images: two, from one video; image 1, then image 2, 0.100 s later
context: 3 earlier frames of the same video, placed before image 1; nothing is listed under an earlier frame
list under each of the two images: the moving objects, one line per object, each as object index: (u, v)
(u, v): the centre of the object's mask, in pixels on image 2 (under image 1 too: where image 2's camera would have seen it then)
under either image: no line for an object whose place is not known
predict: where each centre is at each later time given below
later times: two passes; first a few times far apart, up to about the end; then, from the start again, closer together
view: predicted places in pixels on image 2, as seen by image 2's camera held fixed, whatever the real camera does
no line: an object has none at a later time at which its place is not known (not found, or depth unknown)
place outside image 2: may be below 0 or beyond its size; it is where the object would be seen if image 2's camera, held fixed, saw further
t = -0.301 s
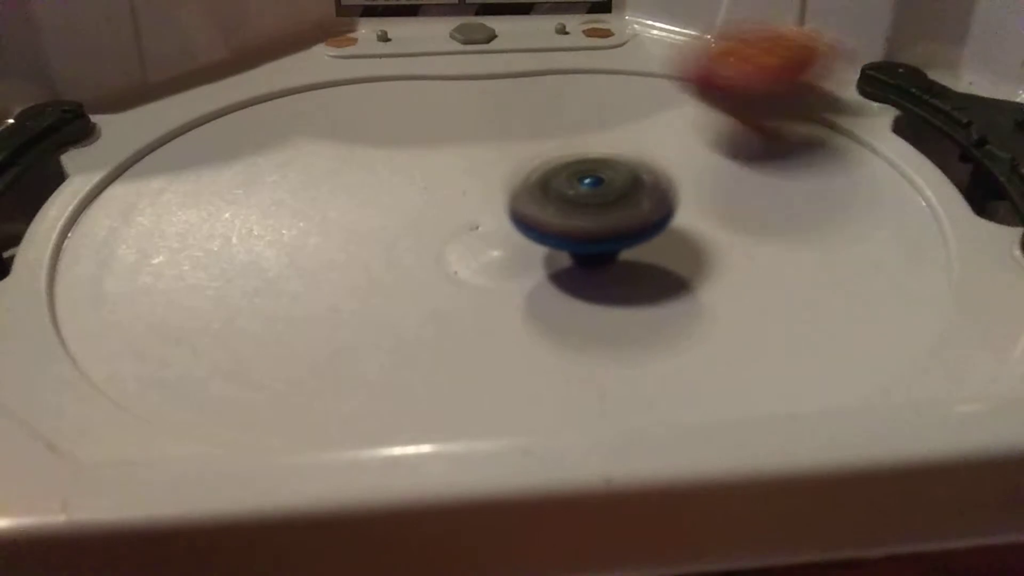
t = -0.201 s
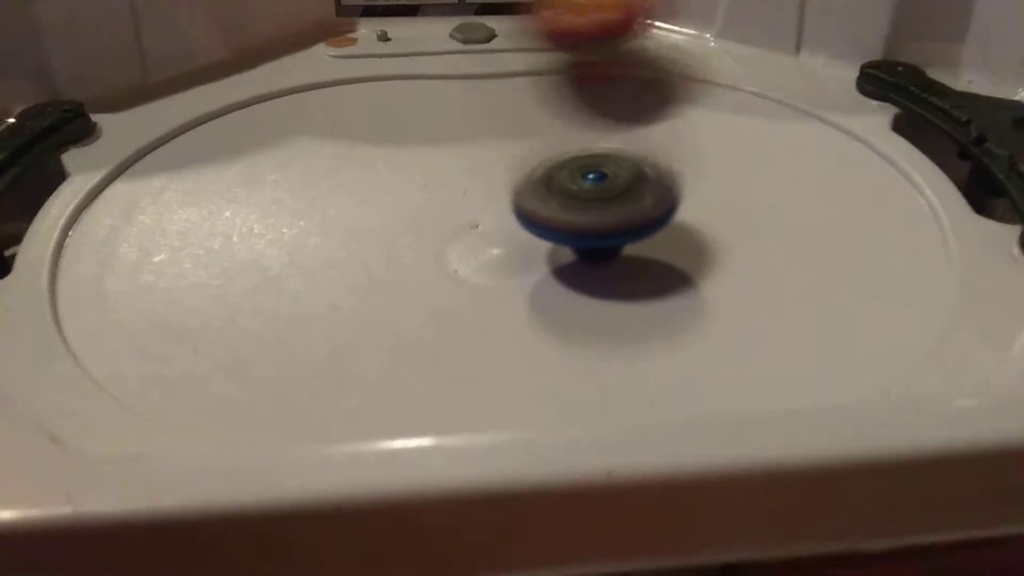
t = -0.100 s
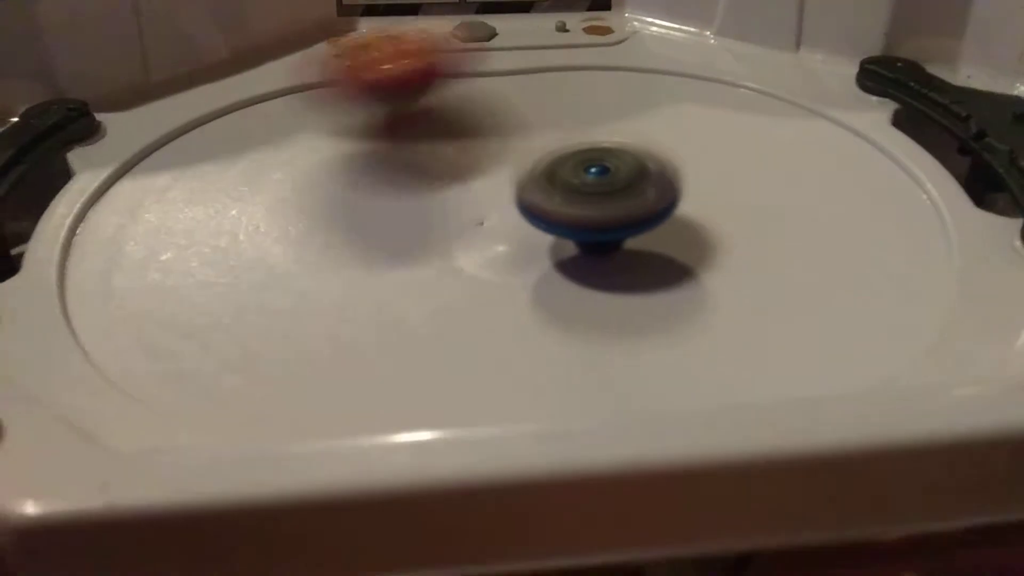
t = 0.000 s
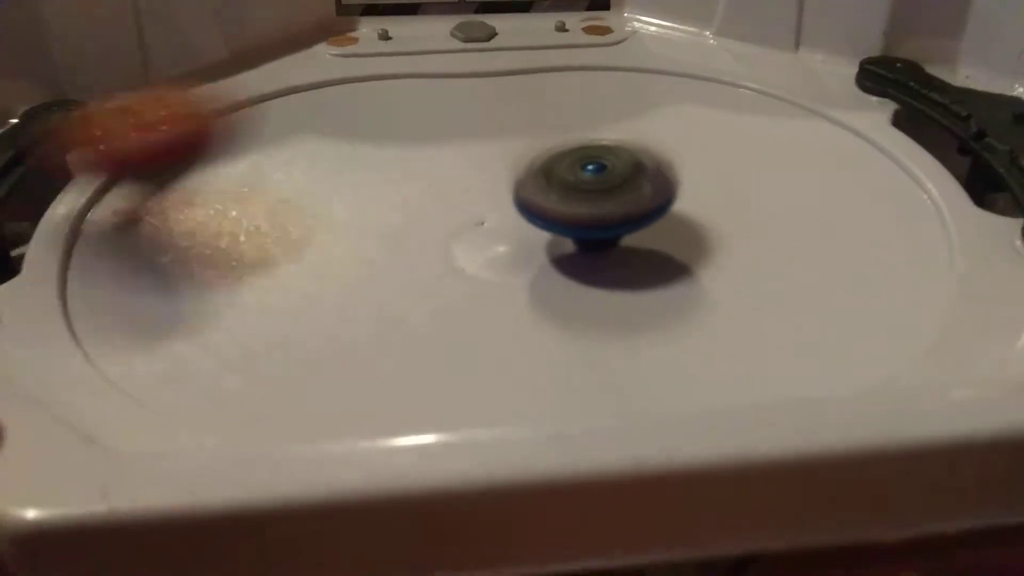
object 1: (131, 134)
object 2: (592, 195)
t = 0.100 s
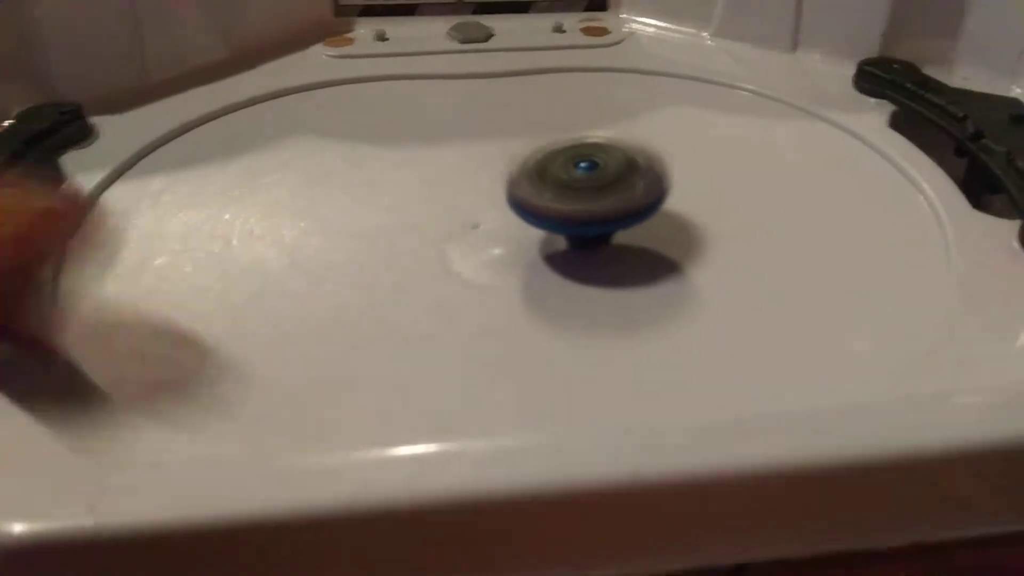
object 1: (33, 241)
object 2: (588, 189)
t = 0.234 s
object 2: (579, 183)
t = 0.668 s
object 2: (541, 49)
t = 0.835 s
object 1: (520, 133)
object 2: (643, 42)
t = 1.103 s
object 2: (670, 185)
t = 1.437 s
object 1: (785, 308)
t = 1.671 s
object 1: (796, 131)
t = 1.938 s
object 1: (305, 43)
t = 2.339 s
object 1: (599, 316)
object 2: (532, 216)
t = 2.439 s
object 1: (819, 227)
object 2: (569, 208)
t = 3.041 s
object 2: (668, 152)
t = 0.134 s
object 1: (67, 275)
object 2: (583, 188)
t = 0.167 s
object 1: (107, 317)
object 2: (580, 187)
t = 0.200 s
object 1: (173, 355)
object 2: (580, 186)
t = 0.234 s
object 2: (579, 183)
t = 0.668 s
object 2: (541, 49)
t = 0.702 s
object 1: (715, 148)
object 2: (556, 39)
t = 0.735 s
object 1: (674, 135)
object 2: (570, 35)
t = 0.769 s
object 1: (627, 135)
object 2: (591, 34)
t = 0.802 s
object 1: (576, 127)
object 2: (618, 36)
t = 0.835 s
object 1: (520, 133)
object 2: (643, 42)
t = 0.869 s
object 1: (466, 136)
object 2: (664, 53)
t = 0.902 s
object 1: (411, 144)
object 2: (682, 68)
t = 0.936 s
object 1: (348, 156)
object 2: (693, 83)
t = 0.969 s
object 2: (701, 101)
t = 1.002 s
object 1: (240, 189)
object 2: (701, 121)
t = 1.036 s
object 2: (697, 141)
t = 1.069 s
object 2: (686, 163)
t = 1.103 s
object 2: (670, 185)
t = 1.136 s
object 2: (648, 206)
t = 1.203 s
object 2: (593, 242)
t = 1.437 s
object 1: (785, 308)
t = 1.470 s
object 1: (846, 288)
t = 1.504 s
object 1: (883, 259)
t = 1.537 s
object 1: (897, 227)
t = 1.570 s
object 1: (890, 197)
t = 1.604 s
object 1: (878, 178)
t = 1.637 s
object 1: (837, 151)
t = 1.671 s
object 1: (796, 131)
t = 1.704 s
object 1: (745, 112)
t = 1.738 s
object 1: (675, 86)
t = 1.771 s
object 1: (613, 72)
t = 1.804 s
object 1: (555, 50)
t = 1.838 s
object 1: (492, 45)
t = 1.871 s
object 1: (439, 38)
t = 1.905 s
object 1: (375, 40)
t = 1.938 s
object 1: (305, 43)
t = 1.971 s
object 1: (237, 47)
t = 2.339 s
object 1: (599, 316)
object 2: (532, 216)
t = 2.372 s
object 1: (685, 294)
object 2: (543, 214)
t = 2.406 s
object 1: (766, 264)
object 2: (558, 209)
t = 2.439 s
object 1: (819, 227)
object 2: (569, 208)
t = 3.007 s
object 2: (666, 151)
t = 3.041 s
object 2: (668, 152)
